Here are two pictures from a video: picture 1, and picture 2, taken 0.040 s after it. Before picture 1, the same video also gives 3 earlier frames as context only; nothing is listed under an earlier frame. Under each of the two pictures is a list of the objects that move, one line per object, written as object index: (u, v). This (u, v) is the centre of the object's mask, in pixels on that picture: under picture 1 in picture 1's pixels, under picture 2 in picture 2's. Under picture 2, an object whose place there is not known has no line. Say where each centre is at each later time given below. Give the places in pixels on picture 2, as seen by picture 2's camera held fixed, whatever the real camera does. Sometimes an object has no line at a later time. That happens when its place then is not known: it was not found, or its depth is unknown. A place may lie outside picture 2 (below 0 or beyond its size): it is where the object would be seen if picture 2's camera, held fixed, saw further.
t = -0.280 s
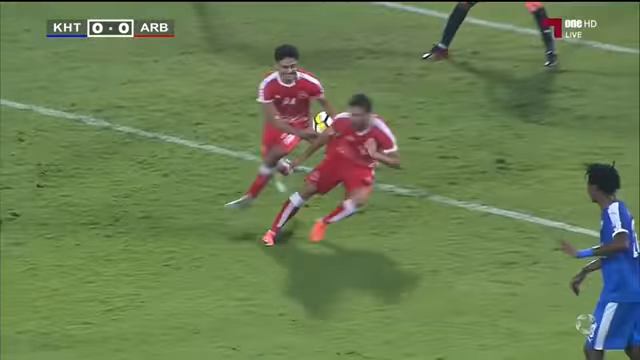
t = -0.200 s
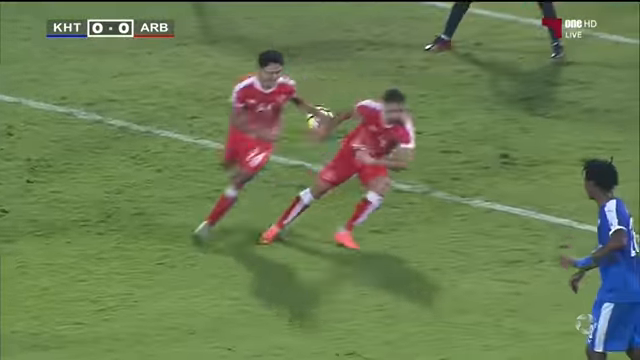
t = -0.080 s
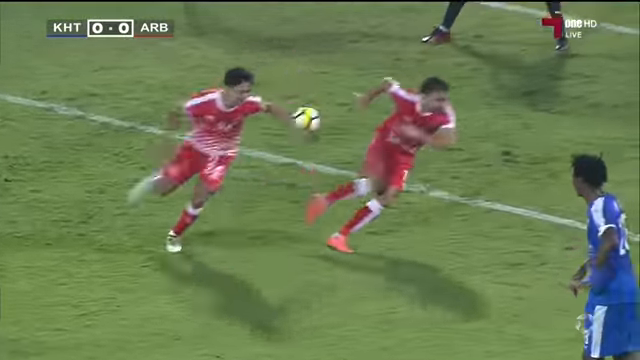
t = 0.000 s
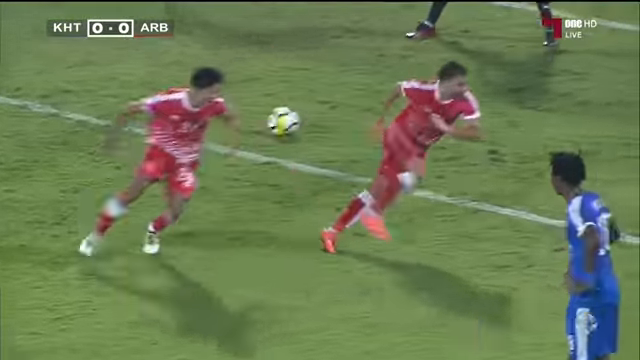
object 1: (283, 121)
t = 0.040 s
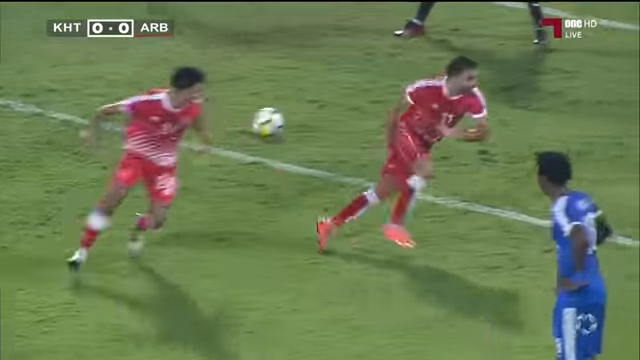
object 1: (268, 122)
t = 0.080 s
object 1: (265, 124)
